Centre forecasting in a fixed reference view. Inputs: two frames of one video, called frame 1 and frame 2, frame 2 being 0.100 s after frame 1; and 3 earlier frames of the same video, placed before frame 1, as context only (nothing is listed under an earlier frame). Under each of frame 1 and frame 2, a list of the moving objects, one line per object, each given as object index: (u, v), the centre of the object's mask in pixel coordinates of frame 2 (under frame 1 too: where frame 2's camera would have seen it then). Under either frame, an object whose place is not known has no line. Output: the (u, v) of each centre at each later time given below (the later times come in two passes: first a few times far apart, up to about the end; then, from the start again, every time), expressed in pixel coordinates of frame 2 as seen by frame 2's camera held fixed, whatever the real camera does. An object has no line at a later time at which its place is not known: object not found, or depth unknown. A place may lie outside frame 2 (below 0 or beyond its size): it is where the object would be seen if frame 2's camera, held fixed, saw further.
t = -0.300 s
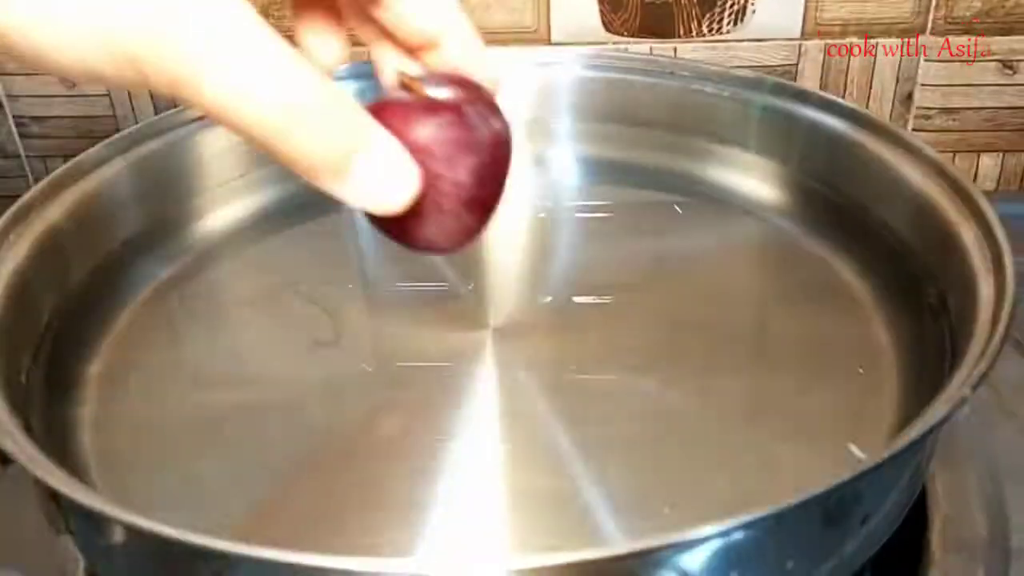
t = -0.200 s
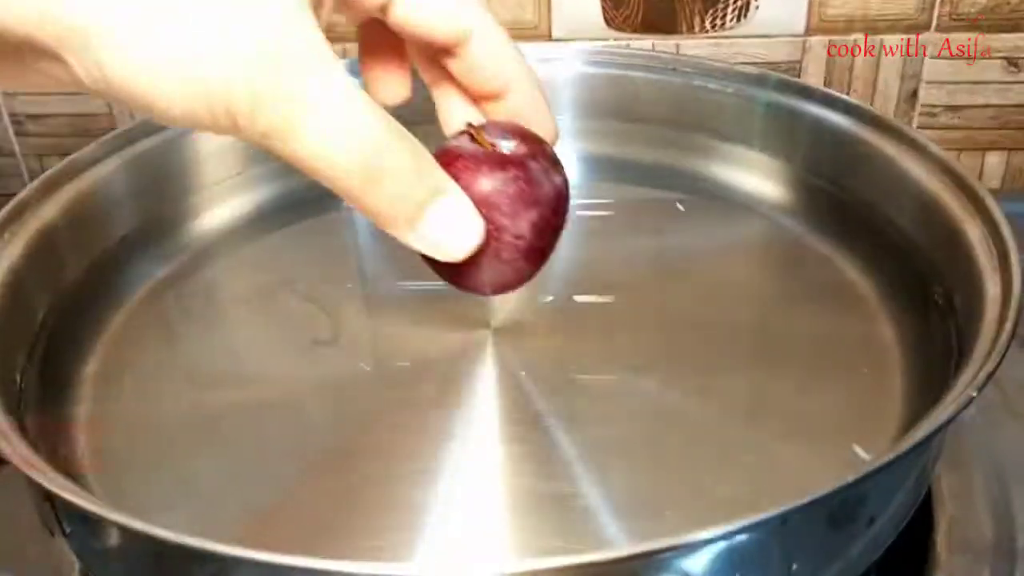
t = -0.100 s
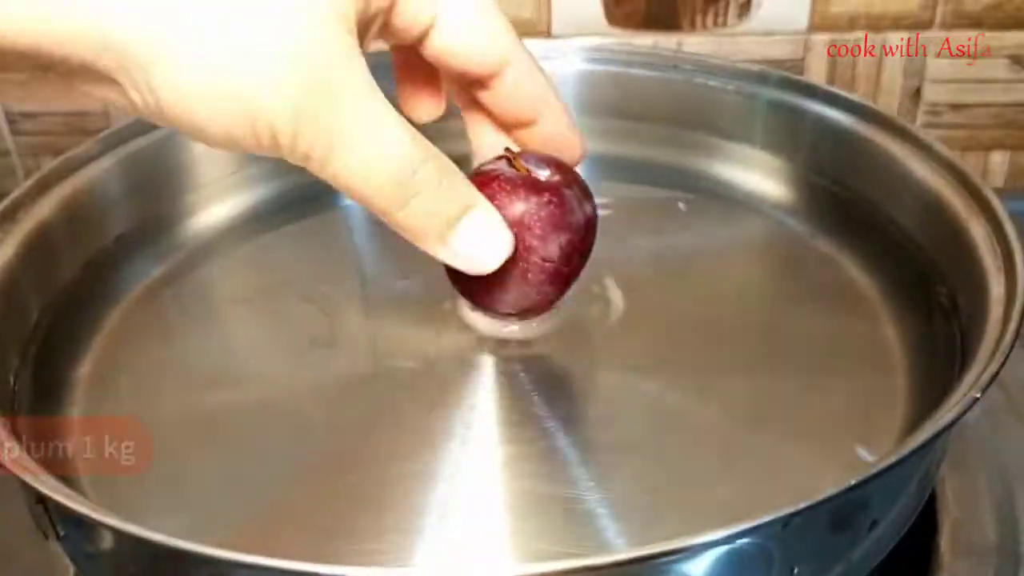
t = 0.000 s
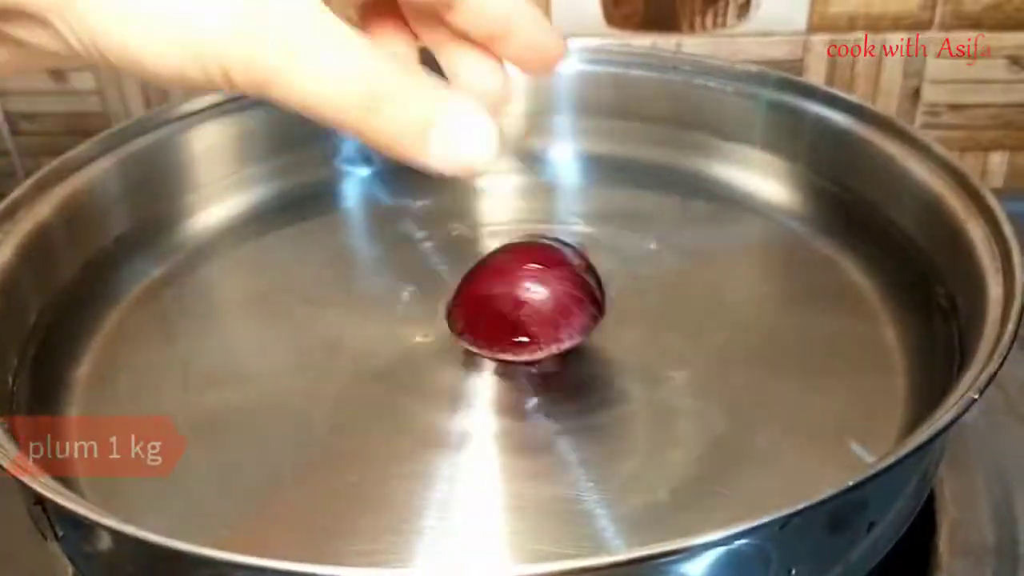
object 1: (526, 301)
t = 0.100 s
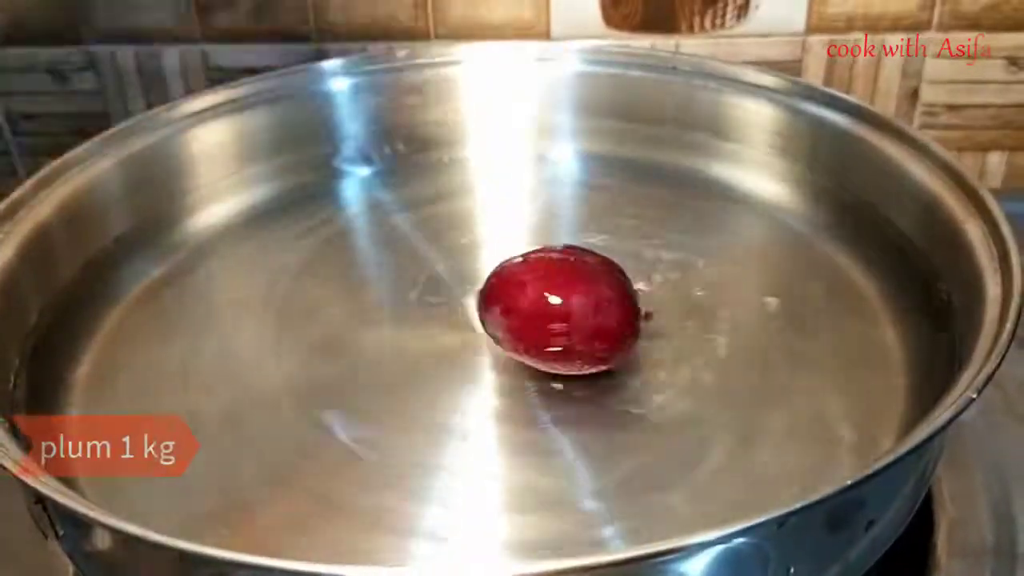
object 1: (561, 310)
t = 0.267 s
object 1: (584, 310)
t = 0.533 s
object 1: (546, 314)
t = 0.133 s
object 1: (570, 310)
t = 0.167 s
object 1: (576, 310)
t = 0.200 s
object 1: (582, 309)
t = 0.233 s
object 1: (584, 310)
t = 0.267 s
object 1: (584, 310)
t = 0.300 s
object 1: (582, 310)
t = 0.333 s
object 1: (581, 311)
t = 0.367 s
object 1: (579, 312)
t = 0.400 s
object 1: (575, 313)
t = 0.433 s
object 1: (571, 314)
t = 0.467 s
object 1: (567, 315)
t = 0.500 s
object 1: (561, 315)
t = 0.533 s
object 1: (546, 314)
